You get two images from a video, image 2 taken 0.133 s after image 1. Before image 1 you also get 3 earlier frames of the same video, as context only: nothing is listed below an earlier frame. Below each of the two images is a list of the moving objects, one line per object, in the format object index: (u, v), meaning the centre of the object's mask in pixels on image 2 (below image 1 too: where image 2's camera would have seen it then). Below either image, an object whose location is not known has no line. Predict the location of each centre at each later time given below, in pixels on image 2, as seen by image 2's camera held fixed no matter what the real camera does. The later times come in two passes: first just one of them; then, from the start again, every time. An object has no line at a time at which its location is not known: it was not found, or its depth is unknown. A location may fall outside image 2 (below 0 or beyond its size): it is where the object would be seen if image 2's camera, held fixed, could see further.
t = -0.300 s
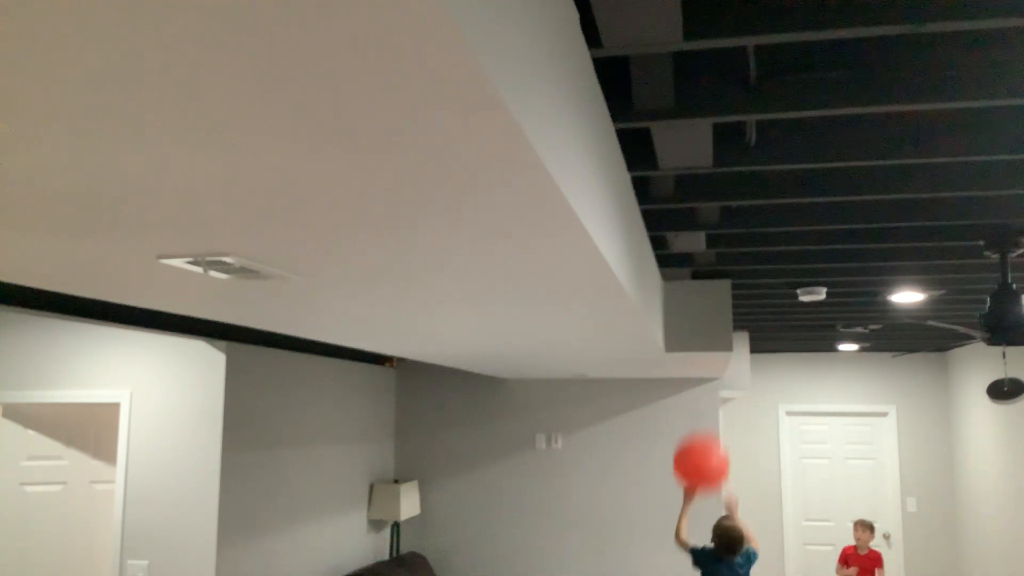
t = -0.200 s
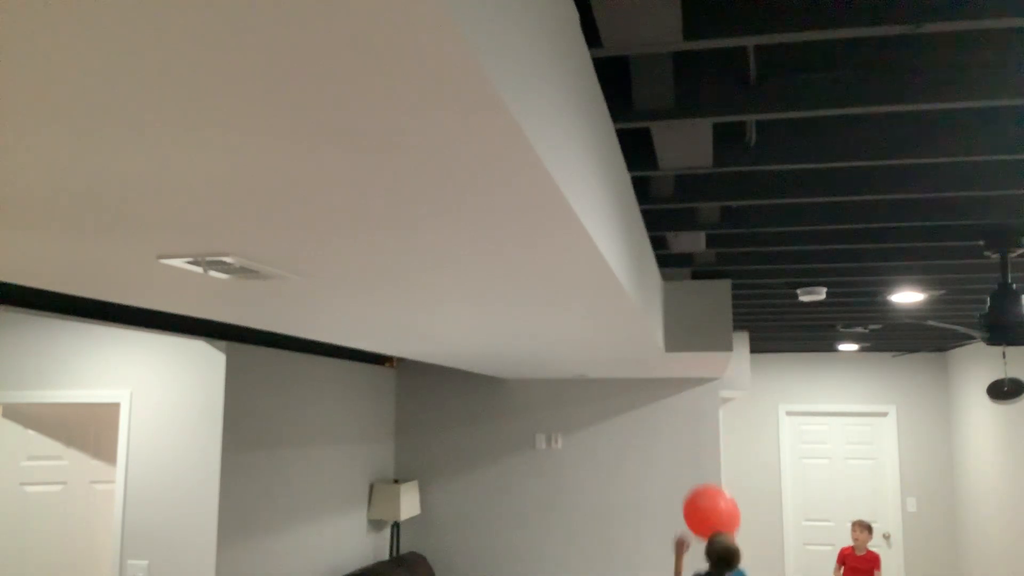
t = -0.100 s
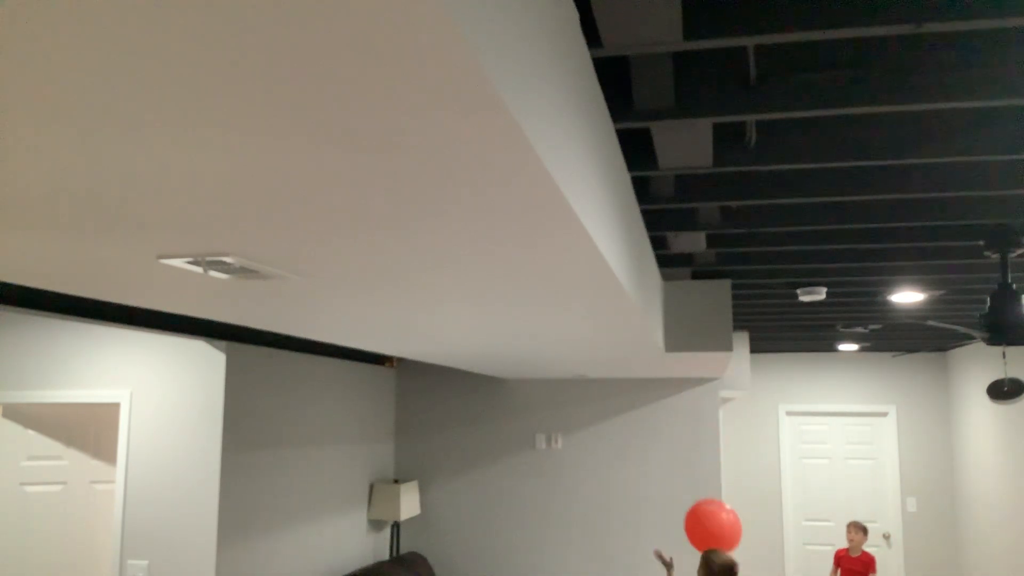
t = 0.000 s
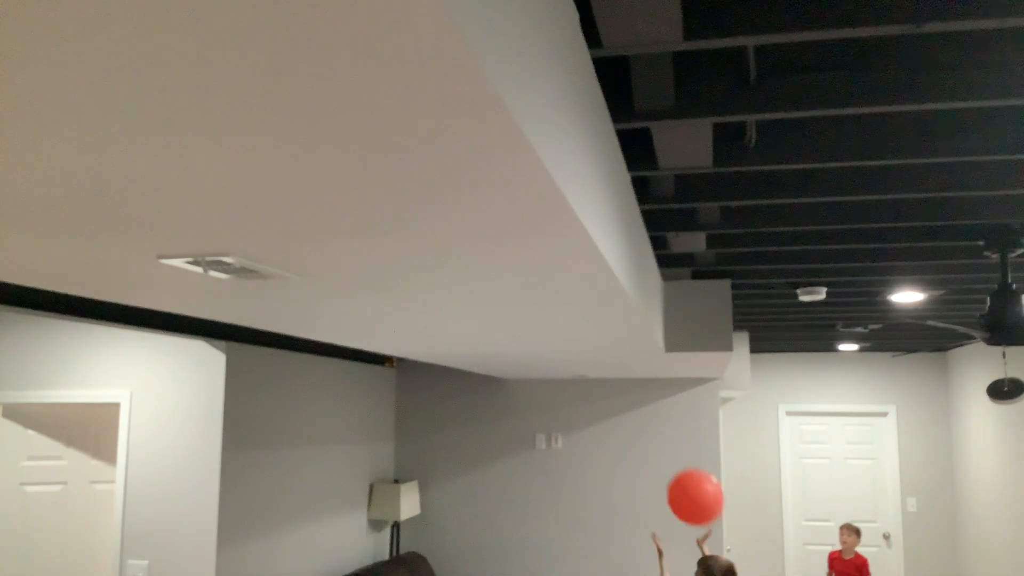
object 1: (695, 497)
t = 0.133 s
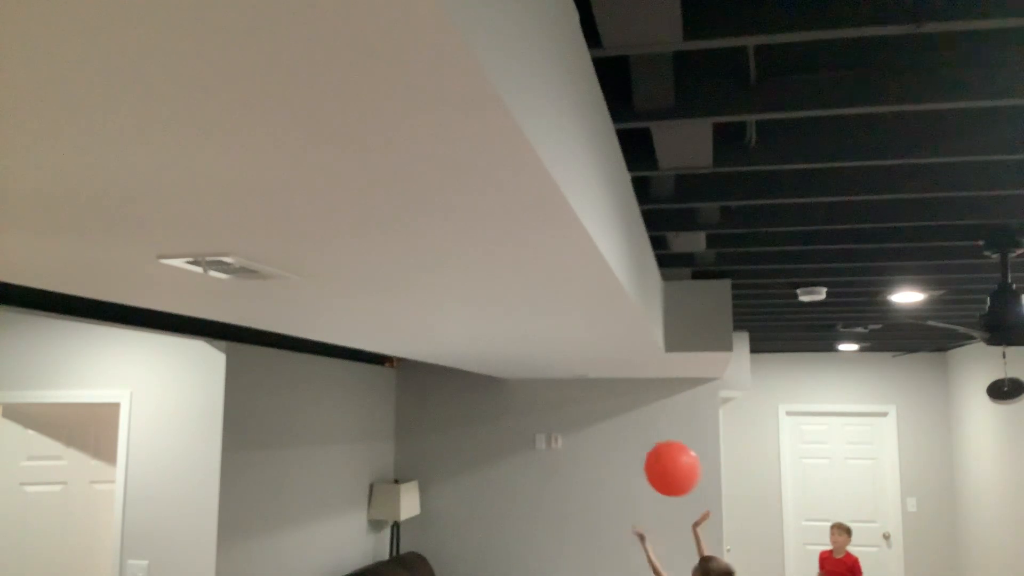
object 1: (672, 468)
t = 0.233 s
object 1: (656, 465)
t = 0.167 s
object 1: (667, 465)
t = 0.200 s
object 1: (661, 464)
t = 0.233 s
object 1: (656, 465)
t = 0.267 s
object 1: (650, 467)
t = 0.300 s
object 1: (645, 471)
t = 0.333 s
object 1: (640, 476)
